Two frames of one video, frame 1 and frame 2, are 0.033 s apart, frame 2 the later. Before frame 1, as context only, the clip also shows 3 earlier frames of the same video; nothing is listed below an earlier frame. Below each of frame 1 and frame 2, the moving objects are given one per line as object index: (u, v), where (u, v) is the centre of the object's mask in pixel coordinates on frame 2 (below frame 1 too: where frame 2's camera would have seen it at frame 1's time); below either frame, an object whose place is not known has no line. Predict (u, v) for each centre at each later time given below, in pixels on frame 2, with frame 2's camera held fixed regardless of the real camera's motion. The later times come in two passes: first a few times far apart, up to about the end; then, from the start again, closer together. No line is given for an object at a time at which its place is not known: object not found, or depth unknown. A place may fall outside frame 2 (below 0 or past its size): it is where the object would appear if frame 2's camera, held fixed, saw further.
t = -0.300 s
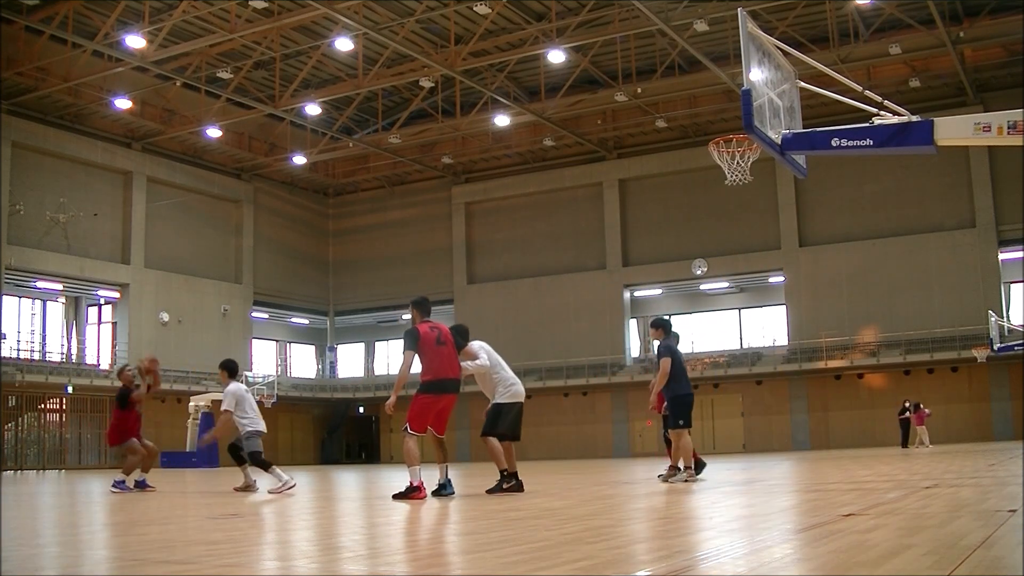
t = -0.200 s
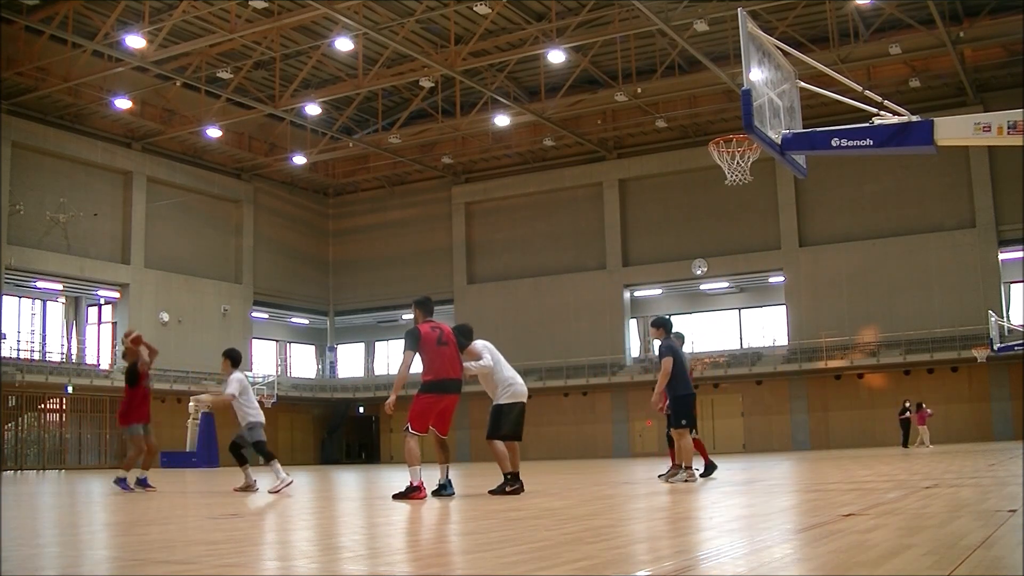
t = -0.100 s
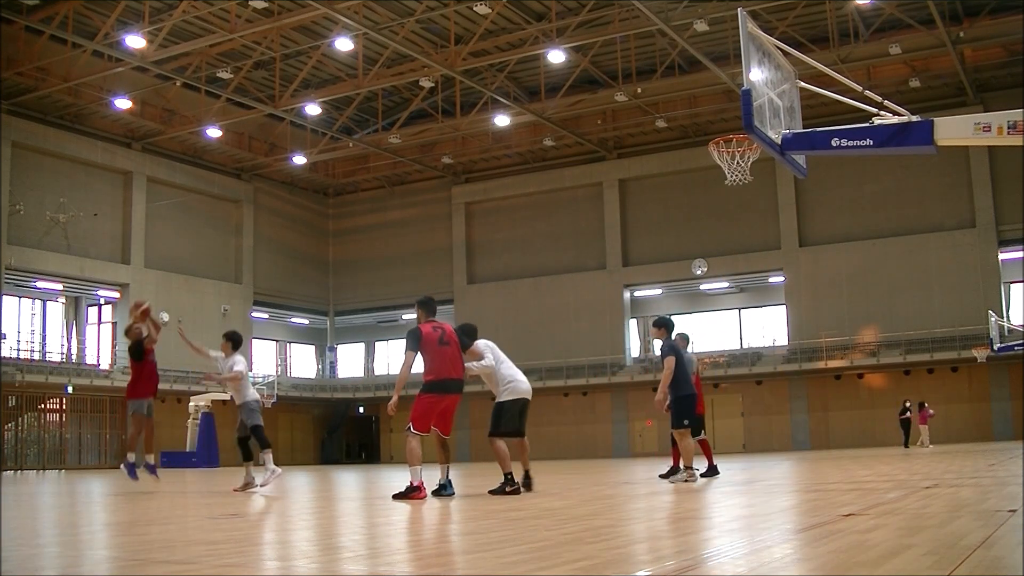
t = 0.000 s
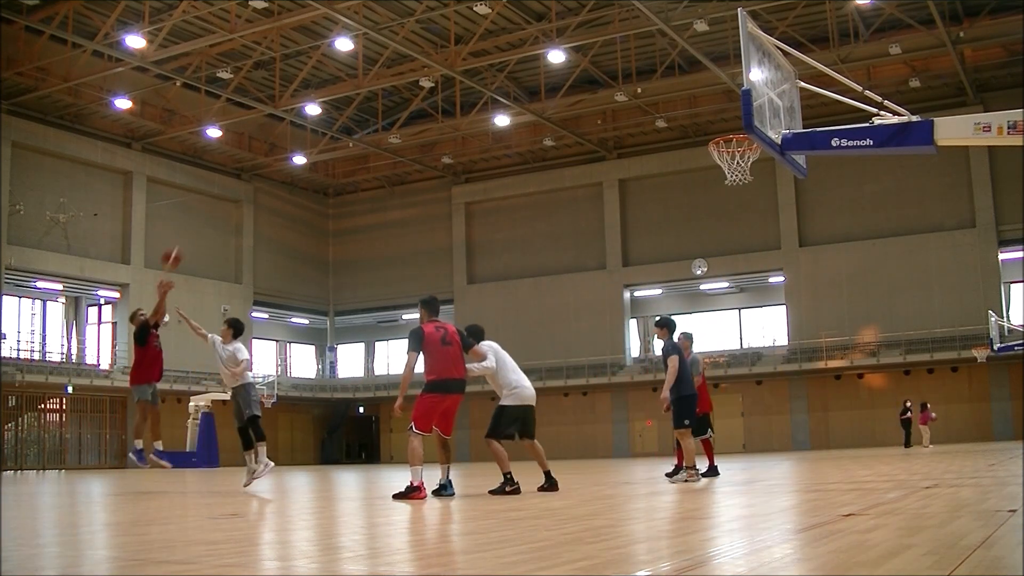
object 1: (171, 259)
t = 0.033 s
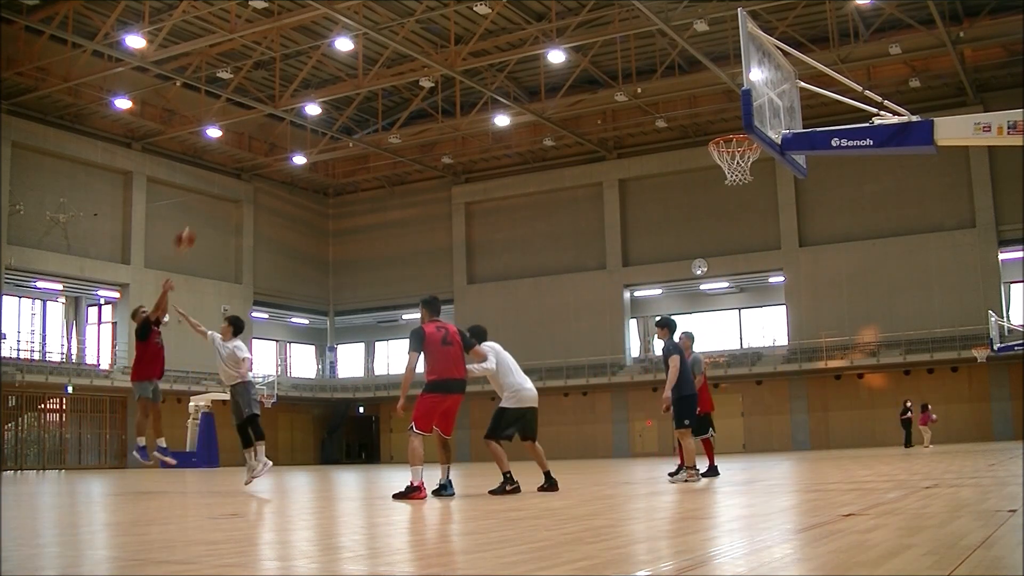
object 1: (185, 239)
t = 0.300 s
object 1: (296, 123)
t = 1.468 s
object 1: (729, 202)
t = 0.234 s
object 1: (271, 142)
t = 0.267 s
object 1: (285, 131)
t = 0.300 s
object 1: (296, 123)
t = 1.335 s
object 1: (742, 172)
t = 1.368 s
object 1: (739, 177)
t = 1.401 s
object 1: (736, 183)
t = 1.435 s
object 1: (732, 192)
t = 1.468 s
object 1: (729, 202)
